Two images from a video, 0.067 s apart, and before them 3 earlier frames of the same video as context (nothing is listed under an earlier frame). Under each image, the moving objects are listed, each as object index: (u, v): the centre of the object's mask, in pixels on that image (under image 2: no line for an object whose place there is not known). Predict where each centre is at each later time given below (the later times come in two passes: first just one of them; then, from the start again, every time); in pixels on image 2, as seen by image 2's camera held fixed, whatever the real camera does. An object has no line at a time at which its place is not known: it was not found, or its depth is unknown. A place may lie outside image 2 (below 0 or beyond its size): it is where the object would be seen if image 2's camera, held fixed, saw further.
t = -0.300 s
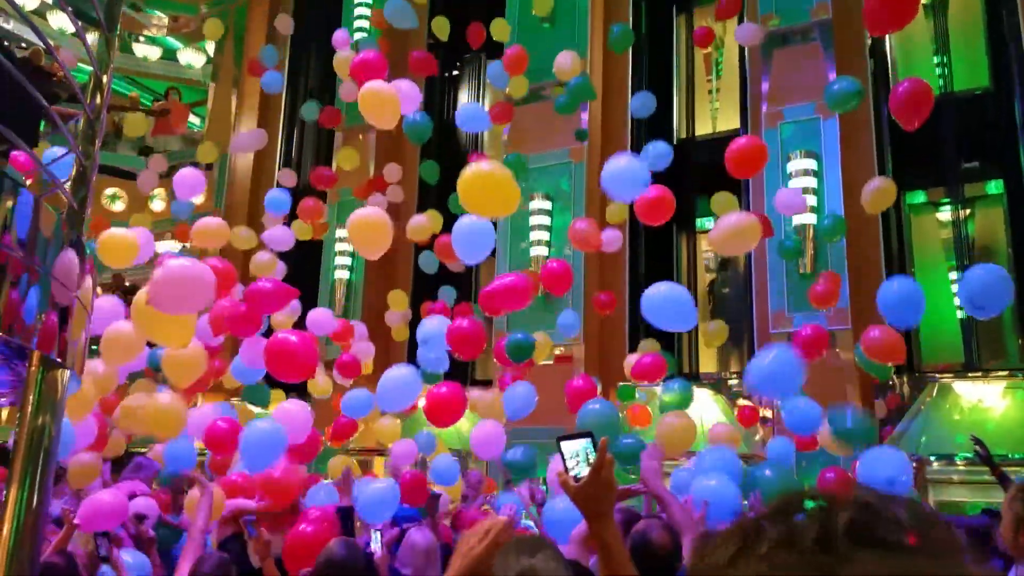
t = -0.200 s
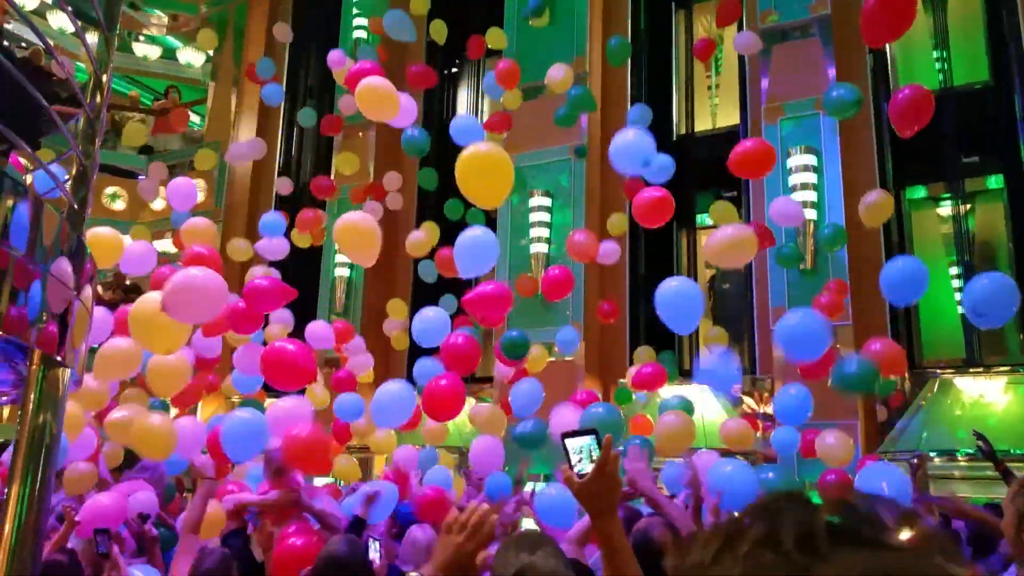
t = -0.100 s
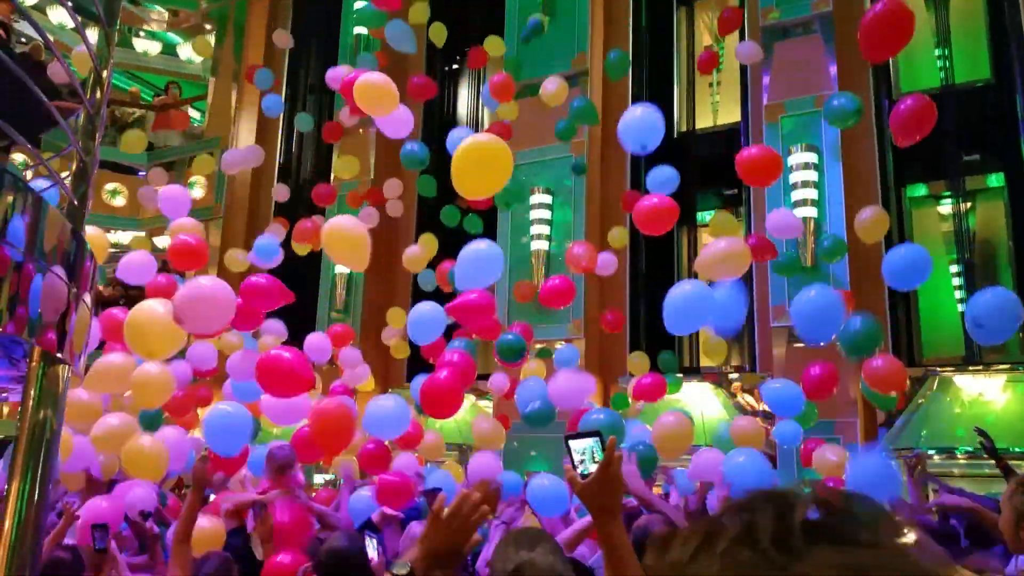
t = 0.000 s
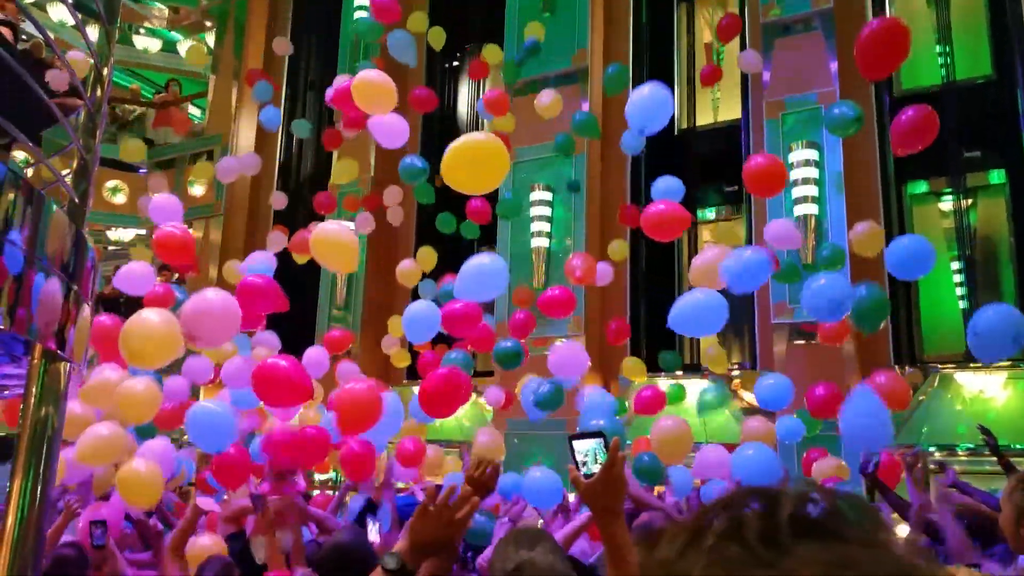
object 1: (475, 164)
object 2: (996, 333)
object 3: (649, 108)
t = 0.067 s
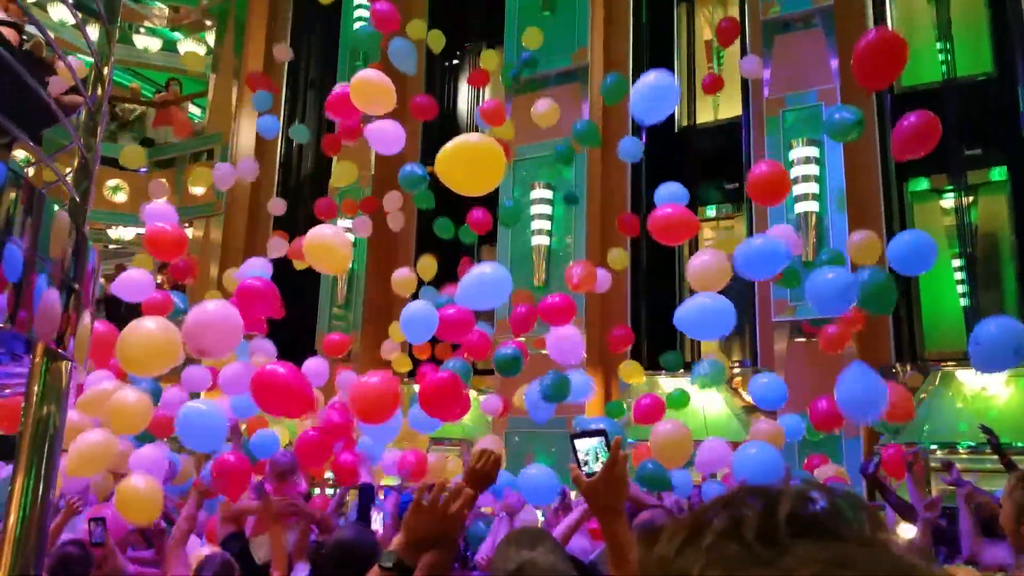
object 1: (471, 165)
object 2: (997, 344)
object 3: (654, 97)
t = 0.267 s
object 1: (455, 182)
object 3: (668, 75)
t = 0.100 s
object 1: (468, 167)
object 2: (996, 352)
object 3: (656, 92)
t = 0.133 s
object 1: (466, 169)
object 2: (996, 360)
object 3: (659, 88)
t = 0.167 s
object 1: (463, 172)
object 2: (995, 369)
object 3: (661, 84)
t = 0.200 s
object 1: (461, 175)
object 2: (995, 378)
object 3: (663, 81)
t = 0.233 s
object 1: (458, 178)
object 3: (666, 77)
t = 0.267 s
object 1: (455, 182)
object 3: (668, 75)
